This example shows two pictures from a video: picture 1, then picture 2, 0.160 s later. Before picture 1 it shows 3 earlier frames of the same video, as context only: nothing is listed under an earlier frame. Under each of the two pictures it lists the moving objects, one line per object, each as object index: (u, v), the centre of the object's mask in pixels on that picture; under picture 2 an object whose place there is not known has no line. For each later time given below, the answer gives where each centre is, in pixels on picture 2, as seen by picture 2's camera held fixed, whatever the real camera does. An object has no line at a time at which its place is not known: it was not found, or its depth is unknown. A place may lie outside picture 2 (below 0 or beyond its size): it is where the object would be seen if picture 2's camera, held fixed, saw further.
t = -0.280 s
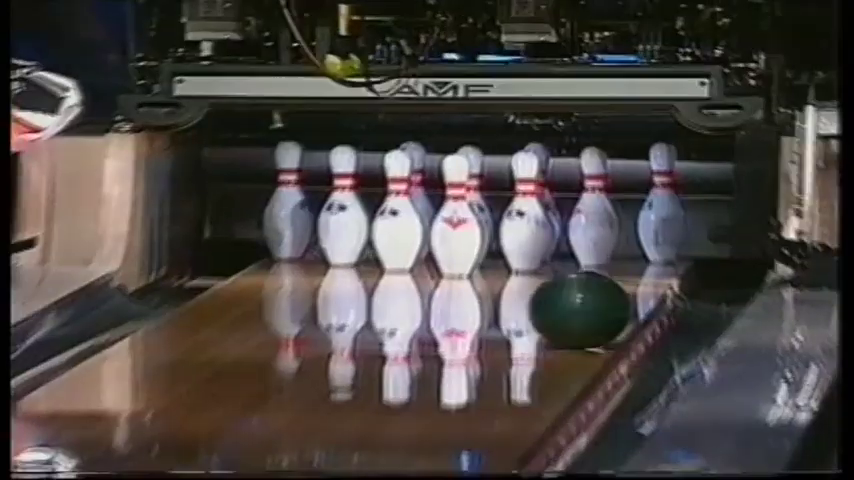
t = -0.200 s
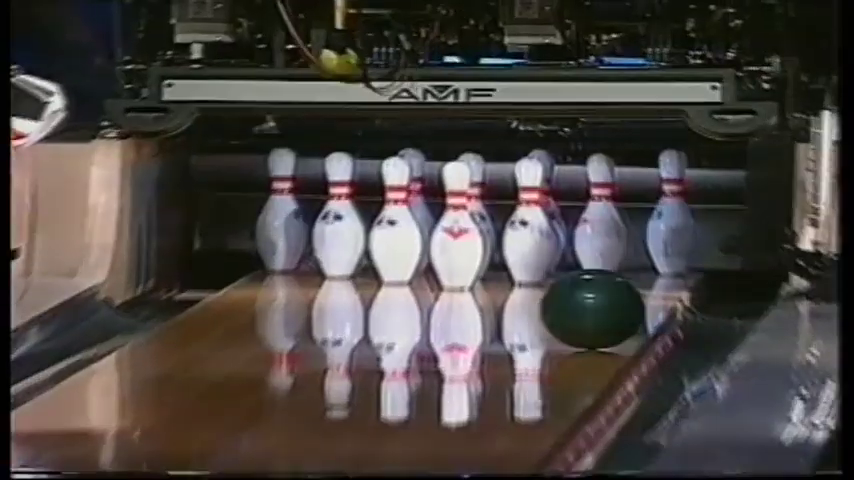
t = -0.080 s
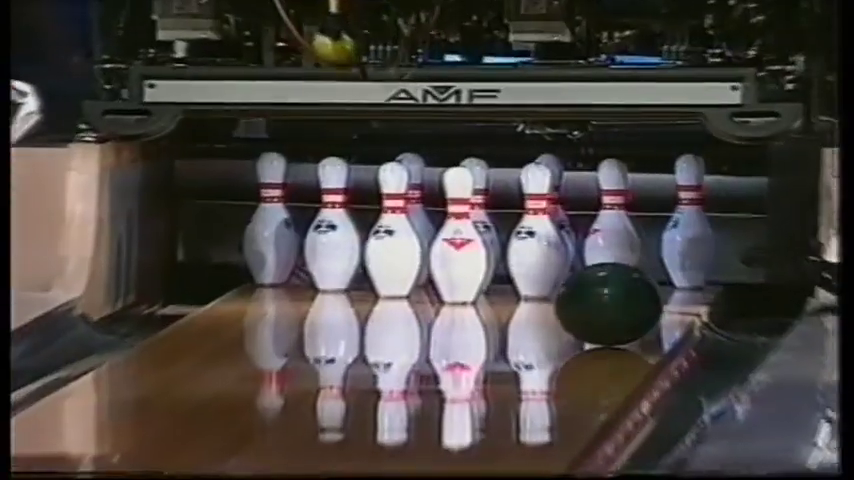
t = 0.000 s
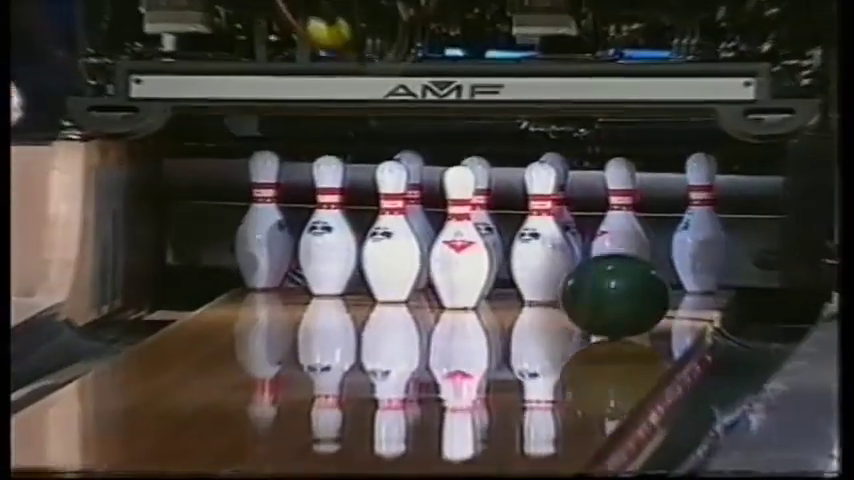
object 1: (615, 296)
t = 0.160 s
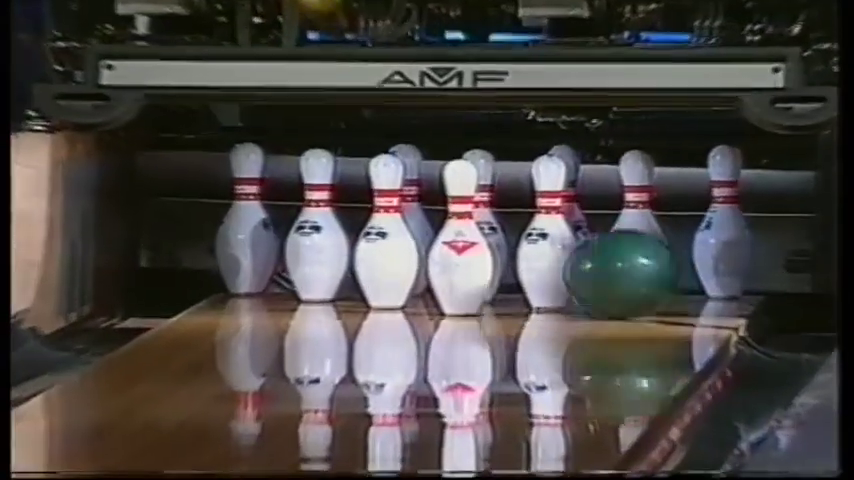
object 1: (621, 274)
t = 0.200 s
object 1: (619, 269)
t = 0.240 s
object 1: (638, 263)
